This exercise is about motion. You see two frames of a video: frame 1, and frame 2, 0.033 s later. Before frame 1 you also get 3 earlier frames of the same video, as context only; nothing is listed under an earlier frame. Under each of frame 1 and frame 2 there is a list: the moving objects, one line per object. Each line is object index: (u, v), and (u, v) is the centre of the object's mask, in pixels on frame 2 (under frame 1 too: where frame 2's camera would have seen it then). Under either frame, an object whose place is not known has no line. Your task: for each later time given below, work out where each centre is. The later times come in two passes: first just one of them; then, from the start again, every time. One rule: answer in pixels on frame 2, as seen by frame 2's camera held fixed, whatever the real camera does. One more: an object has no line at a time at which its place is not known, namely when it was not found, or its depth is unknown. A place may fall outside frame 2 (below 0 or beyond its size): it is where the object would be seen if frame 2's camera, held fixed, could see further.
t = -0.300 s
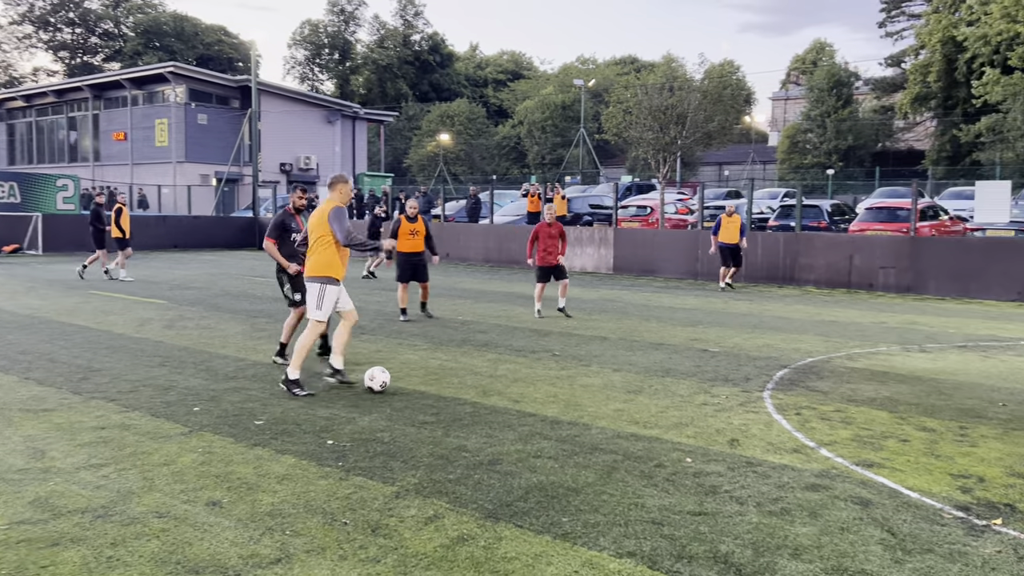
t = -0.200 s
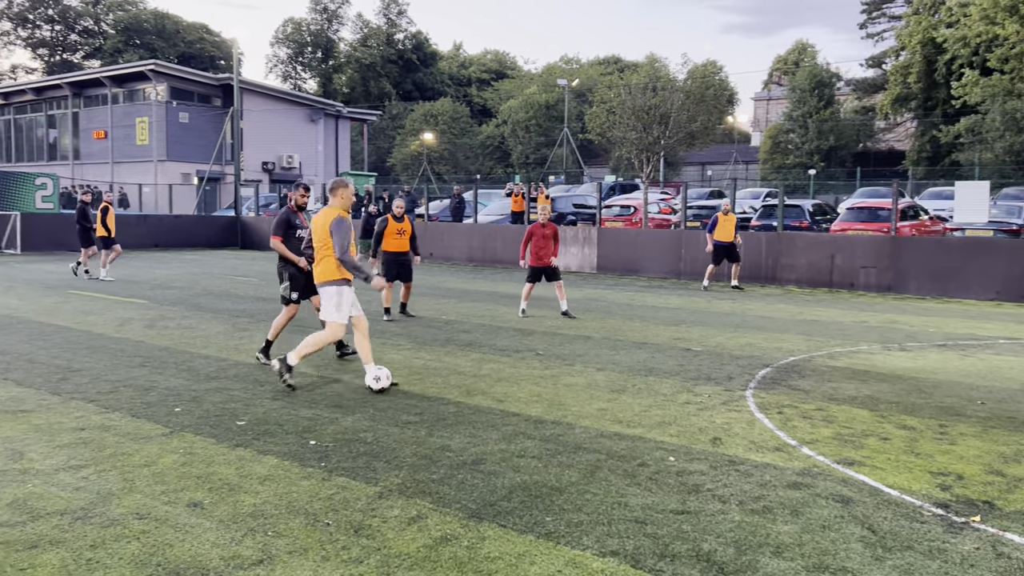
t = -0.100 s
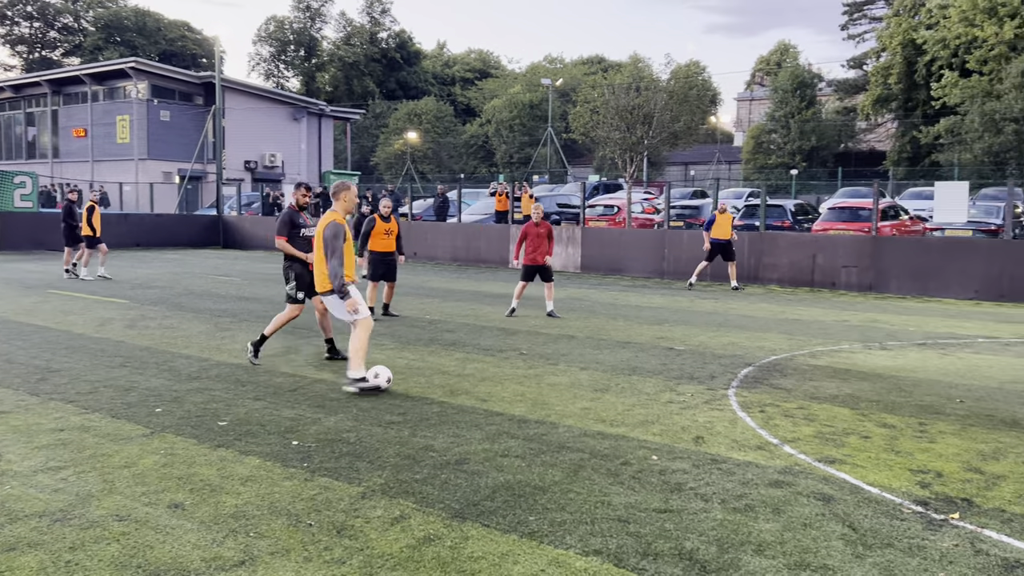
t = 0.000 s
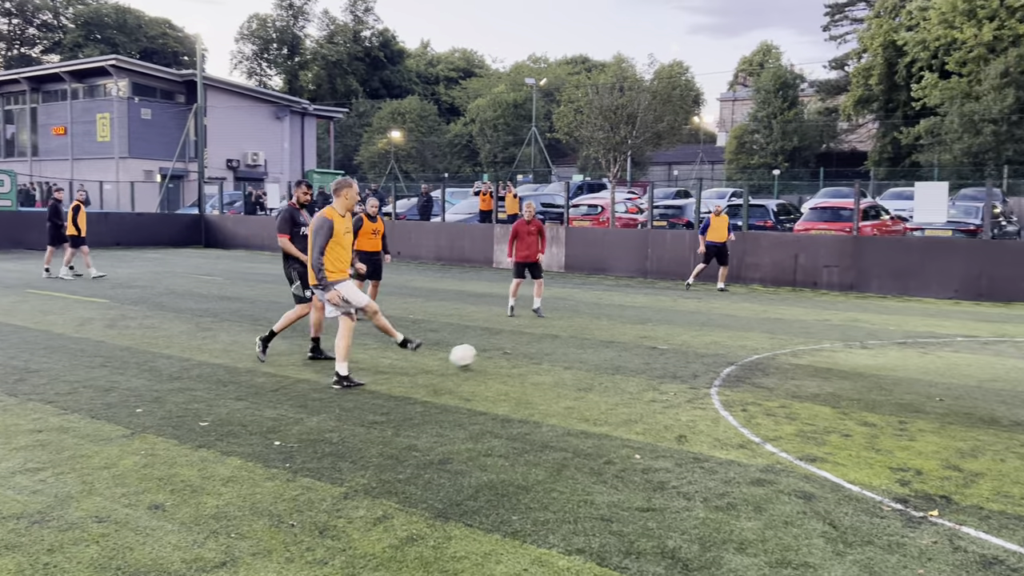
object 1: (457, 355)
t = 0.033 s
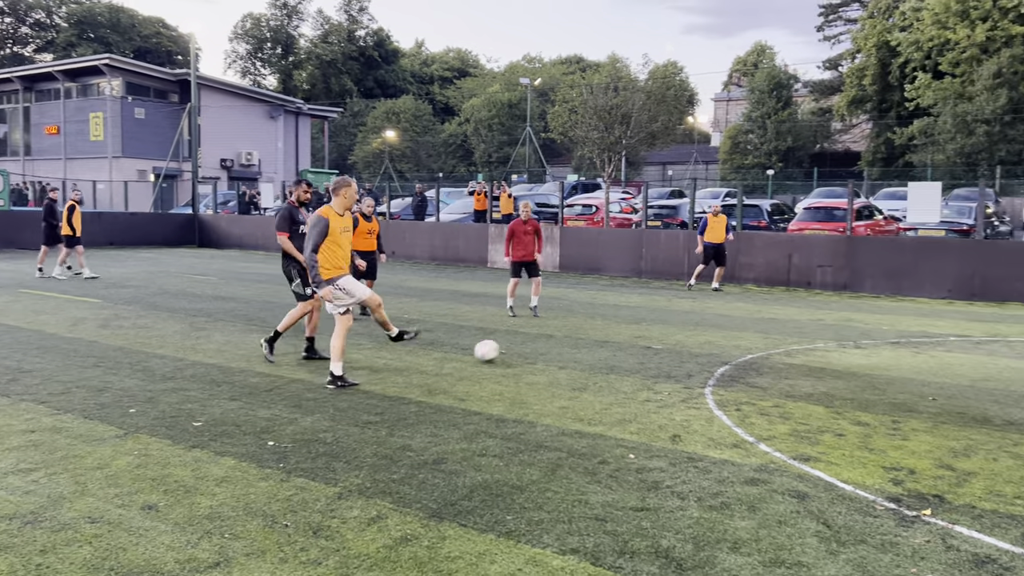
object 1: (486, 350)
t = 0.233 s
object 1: (605, 324)
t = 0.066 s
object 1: (512, 346)
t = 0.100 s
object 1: (535, 340)
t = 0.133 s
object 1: (556, 335)
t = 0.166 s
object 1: (574, 332)
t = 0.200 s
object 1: (590, 328)
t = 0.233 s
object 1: (605, 324)
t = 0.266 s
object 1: (619, 321)
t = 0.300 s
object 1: (631, 319)
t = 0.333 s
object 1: (642, 316)
